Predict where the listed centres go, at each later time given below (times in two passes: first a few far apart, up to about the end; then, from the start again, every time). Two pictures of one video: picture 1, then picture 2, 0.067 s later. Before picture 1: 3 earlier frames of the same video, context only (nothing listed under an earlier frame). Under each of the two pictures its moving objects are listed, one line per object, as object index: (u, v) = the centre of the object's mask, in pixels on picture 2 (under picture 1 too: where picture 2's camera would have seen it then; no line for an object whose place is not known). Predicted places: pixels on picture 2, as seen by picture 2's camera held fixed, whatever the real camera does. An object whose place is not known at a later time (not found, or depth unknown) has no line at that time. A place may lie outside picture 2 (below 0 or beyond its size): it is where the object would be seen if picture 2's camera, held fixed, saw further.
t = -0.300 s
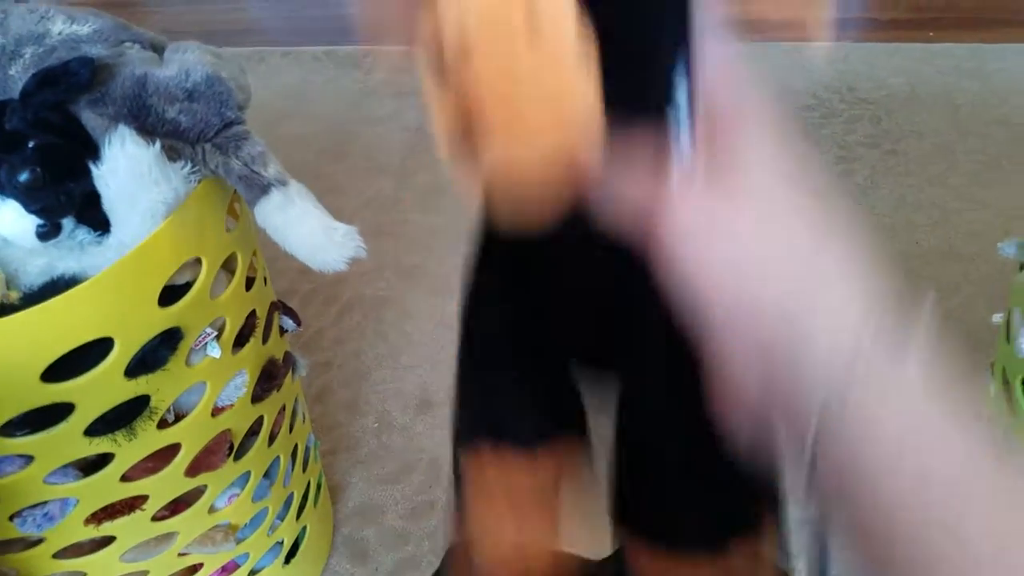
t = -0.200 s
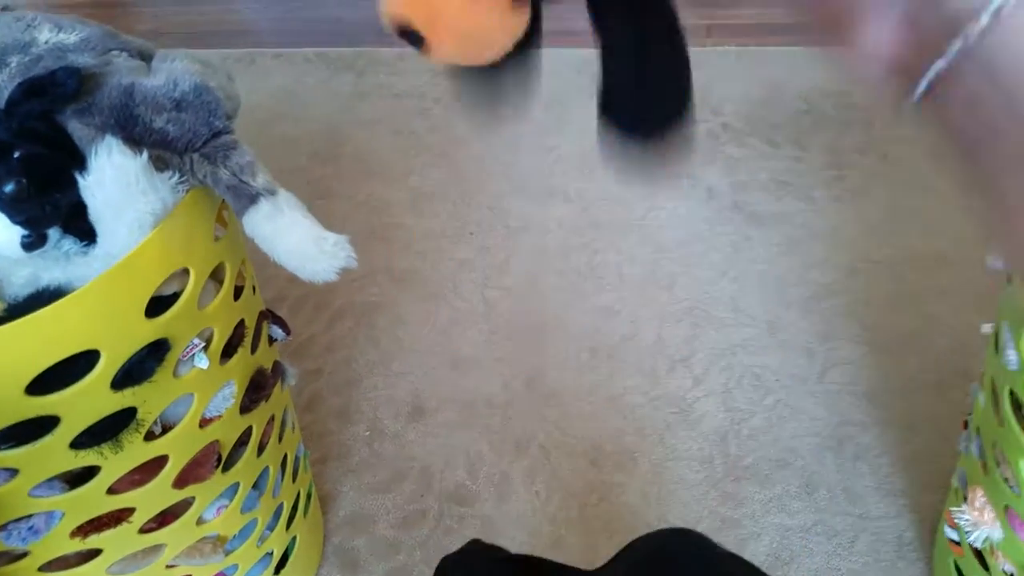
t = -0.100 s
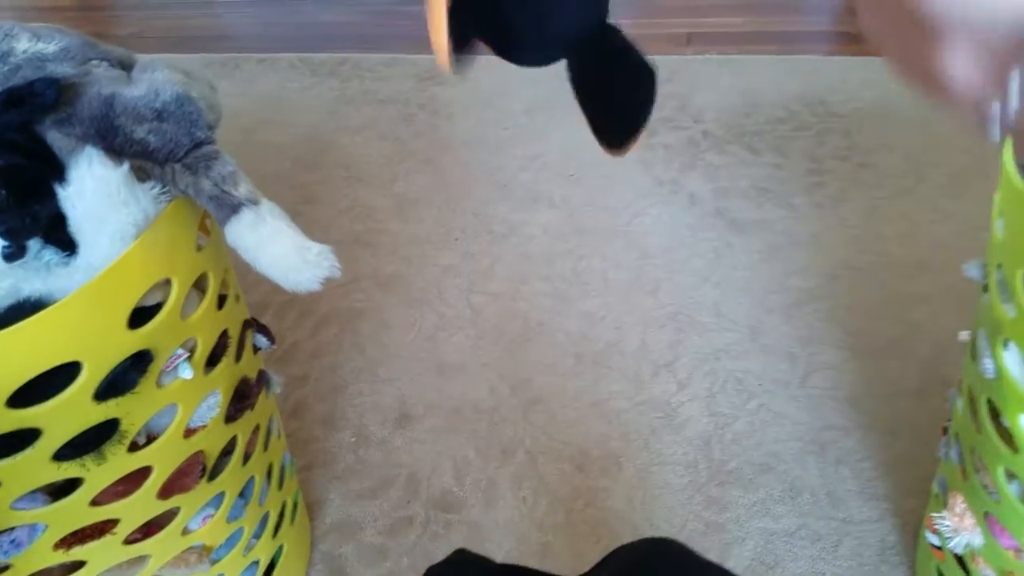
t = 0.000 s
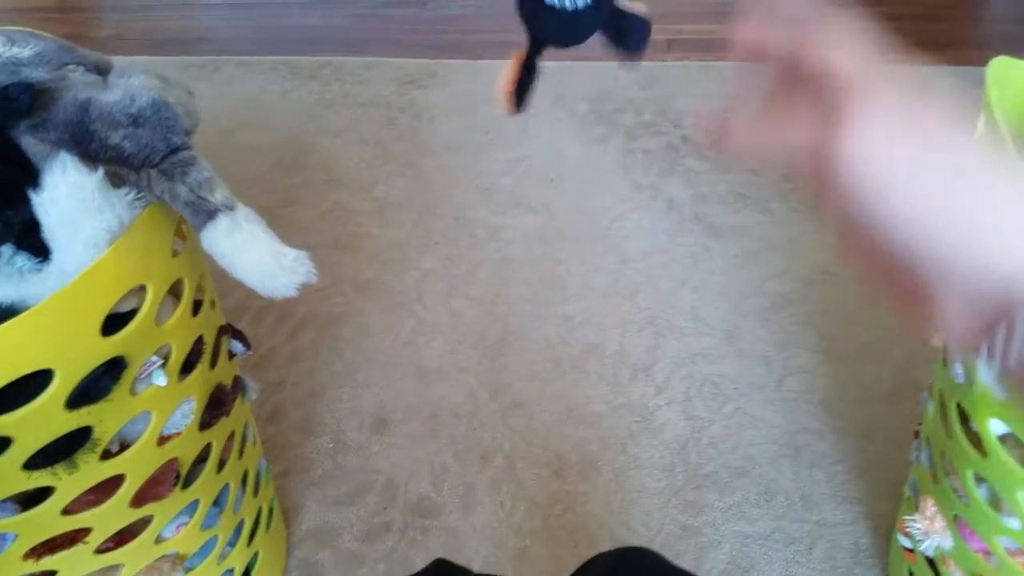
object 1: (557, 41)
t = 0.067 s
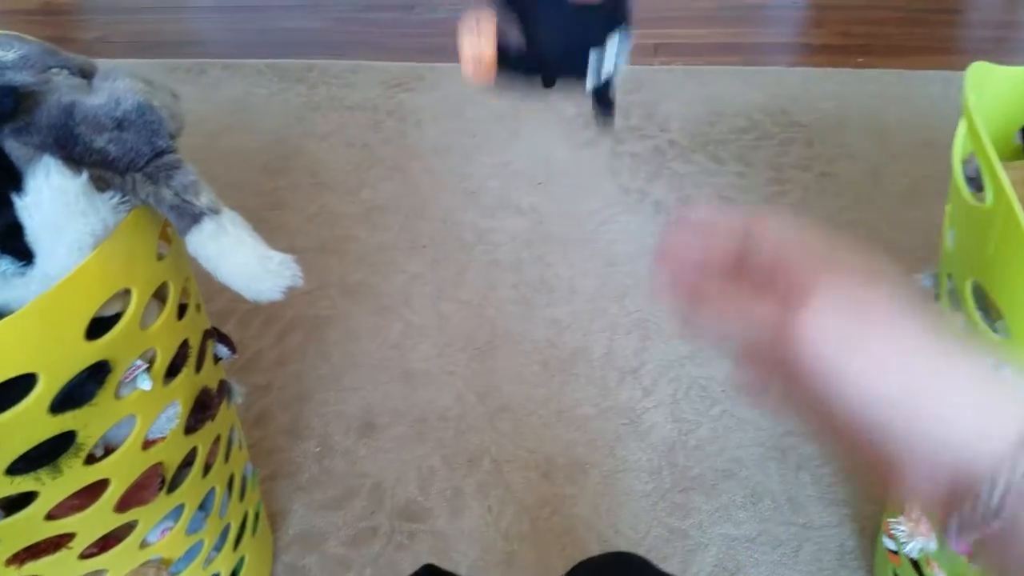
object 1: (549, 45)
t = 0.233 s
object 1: (582, 204)
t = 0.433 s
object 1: (549, 297)
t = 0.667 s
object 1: (537, 302)
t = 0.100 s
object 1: (556, 69)
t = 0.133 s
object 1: (566, 93)
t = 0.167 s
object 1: (573, 126)
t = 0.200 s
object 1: (579, 163)
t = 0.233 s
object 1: (582, 204)
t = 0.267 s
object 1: (584, 249)
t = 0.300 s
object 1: (582, 286)
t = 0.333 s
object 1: (575, 291)
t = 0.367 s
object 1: (566, 291)
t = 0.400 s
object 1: (559, 294)
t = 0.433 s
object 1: (549, 297)
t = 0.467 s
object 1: (541, 297)
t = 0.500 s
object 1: (532, 298)
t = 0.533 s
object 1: (530, 300)
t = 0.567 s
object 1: (534, 300)
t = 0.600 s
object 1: (536, 299)
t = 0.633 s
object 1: (537, 300)
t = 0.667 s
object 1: (537, 302)
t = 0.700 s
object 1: (536, 302)
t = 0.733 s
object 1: (535, 301)
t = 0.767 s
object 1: (535, 301)
